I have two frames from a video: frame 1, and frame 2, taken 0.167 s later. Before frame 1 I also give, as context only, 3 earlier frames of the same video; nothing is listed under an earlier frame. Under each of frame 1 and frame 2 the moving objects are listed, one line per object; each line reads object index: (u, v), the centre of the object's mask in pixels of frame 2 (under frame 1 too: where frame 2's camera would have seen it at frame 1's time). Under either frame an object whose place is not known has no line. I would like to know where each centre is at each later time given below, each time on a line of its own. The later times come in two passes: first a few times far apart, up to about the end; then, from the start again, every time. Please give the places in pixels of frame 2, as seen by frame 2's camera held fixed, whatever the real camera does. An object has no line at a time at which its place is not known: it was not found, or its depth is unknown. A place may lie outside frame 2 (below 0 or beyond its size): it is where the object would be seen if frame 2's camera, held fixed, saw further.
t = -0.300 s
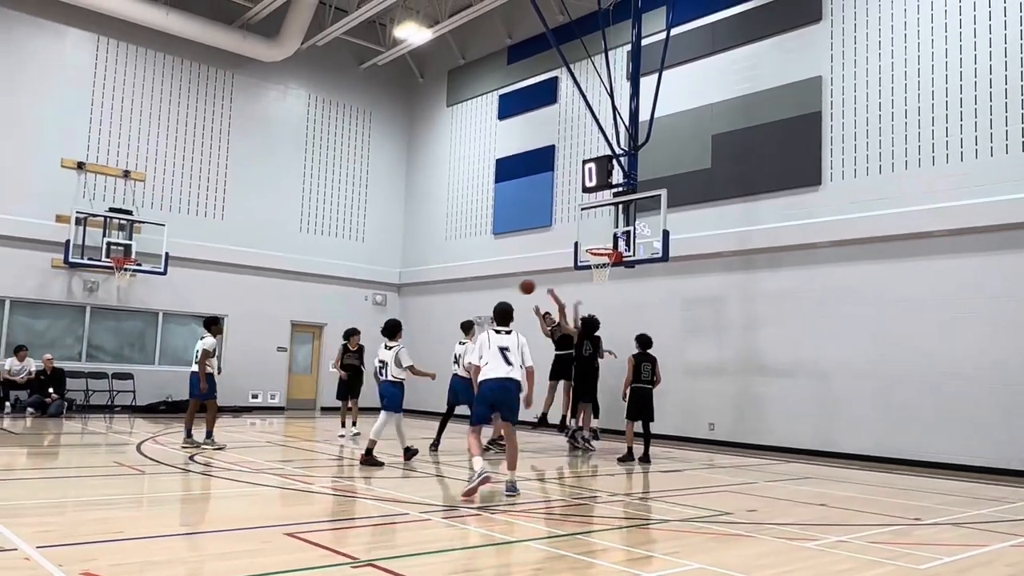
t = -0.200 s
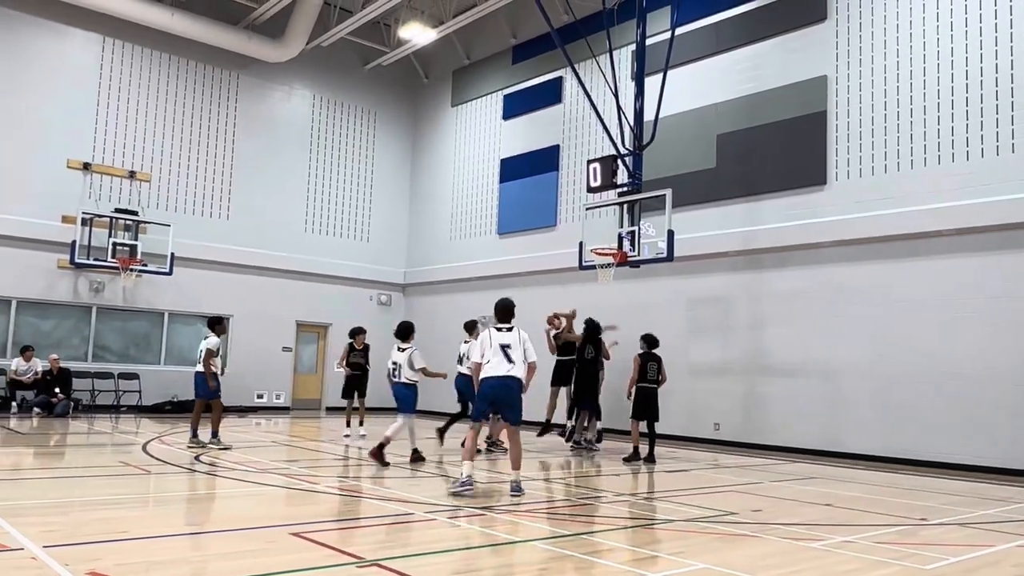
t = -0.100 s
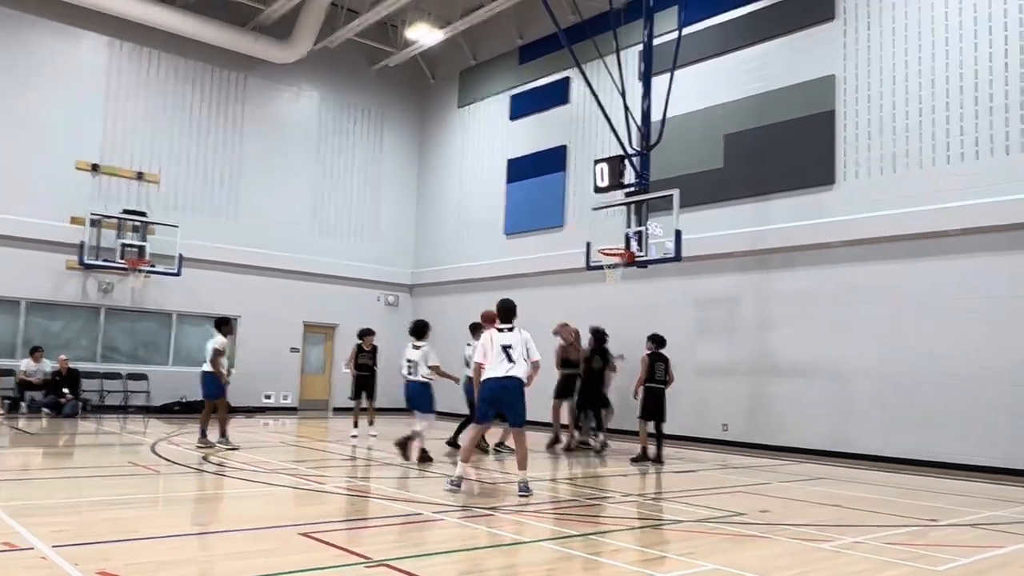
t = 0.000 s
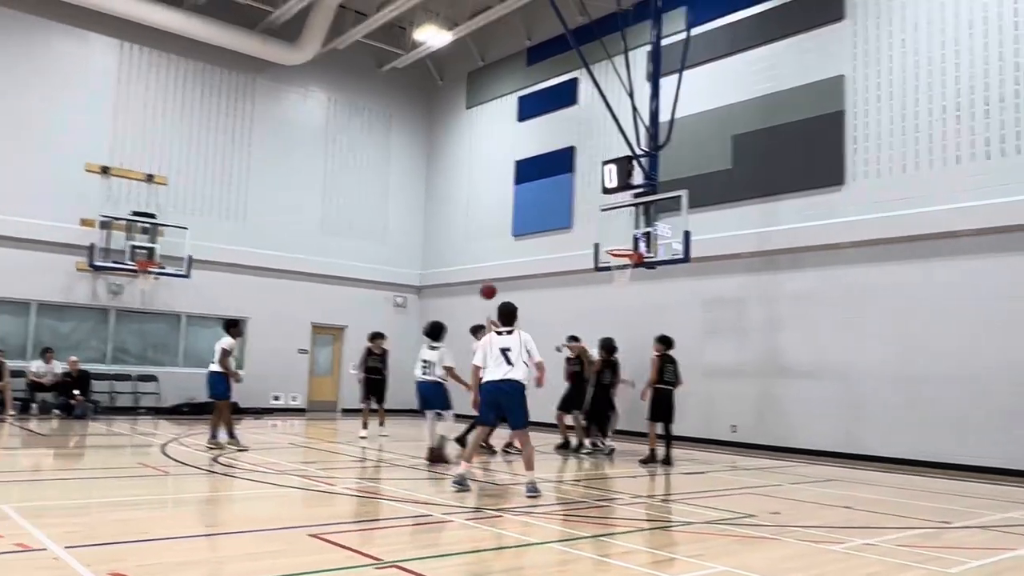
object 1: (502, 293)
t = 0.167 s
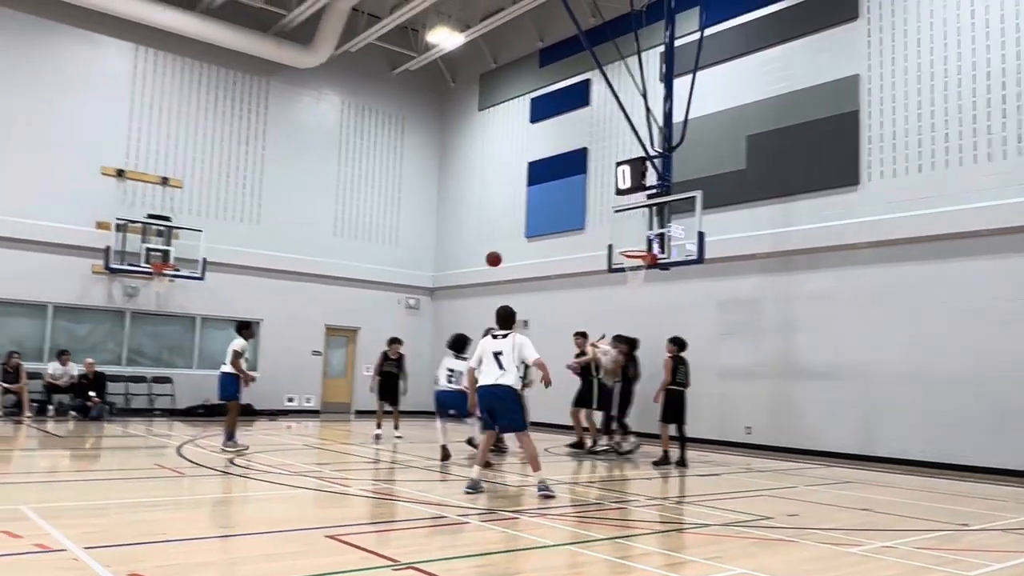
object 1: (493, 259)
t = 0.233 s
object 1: (490, 251)
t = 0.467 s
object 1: (477, 247)
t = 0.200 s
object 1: (492, 254)
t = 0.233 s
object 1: (490, 251)
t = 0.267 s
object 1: (488, 248)
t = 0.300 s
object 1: (486, 246)
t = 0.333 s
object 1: (485, 244)
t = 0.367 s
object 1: (483, 244)
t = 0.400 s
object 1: (481, 244)
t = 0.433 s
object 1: (479, 245)
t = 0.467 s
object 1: (477, 247)
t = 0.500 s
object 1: (476, 249)
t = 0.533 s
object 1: (474, 252)
